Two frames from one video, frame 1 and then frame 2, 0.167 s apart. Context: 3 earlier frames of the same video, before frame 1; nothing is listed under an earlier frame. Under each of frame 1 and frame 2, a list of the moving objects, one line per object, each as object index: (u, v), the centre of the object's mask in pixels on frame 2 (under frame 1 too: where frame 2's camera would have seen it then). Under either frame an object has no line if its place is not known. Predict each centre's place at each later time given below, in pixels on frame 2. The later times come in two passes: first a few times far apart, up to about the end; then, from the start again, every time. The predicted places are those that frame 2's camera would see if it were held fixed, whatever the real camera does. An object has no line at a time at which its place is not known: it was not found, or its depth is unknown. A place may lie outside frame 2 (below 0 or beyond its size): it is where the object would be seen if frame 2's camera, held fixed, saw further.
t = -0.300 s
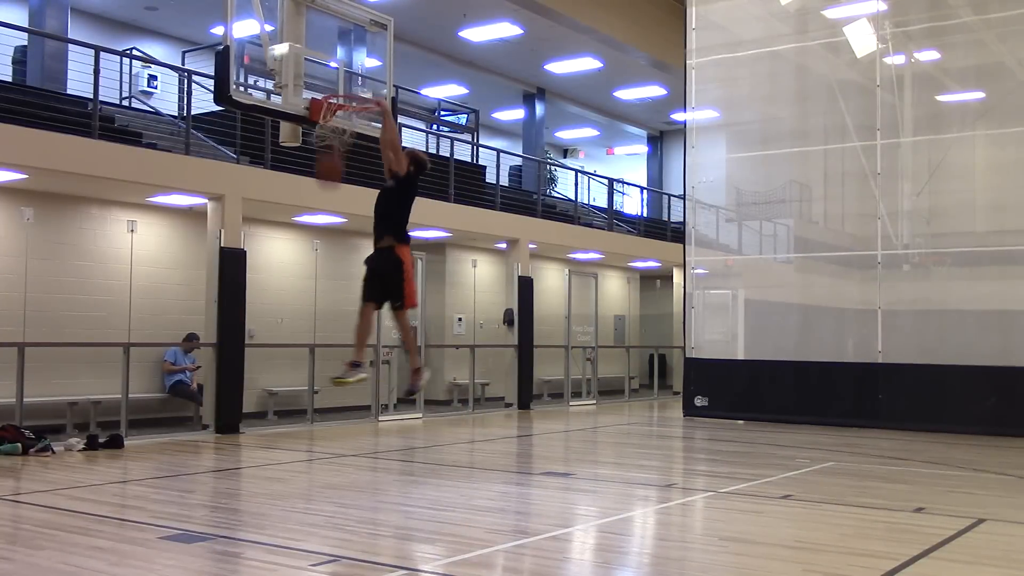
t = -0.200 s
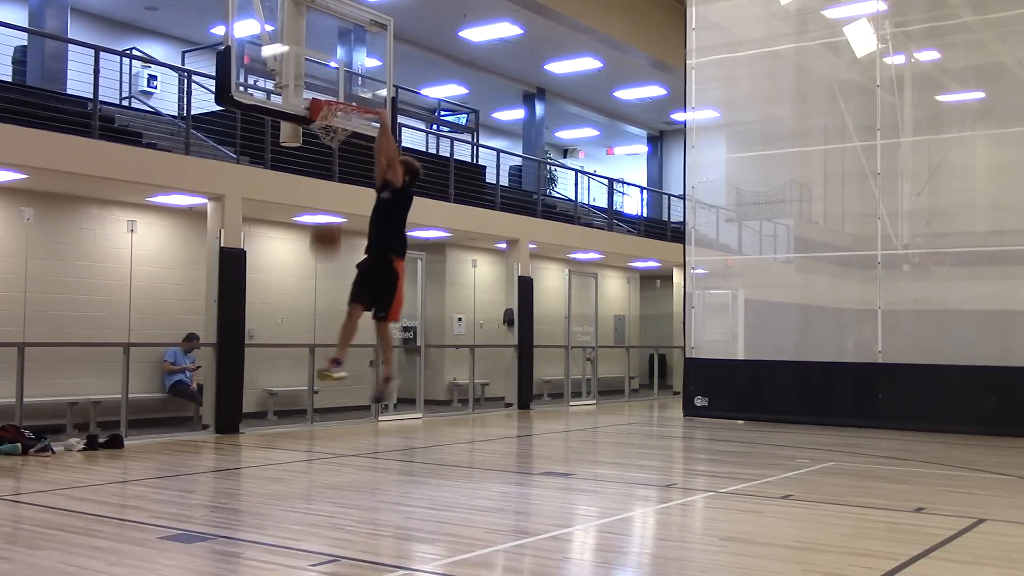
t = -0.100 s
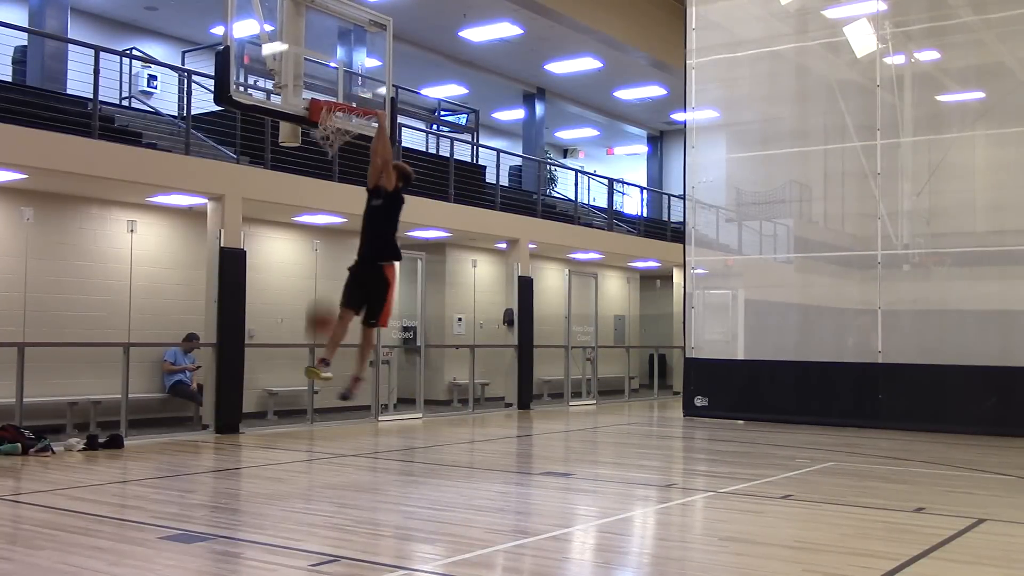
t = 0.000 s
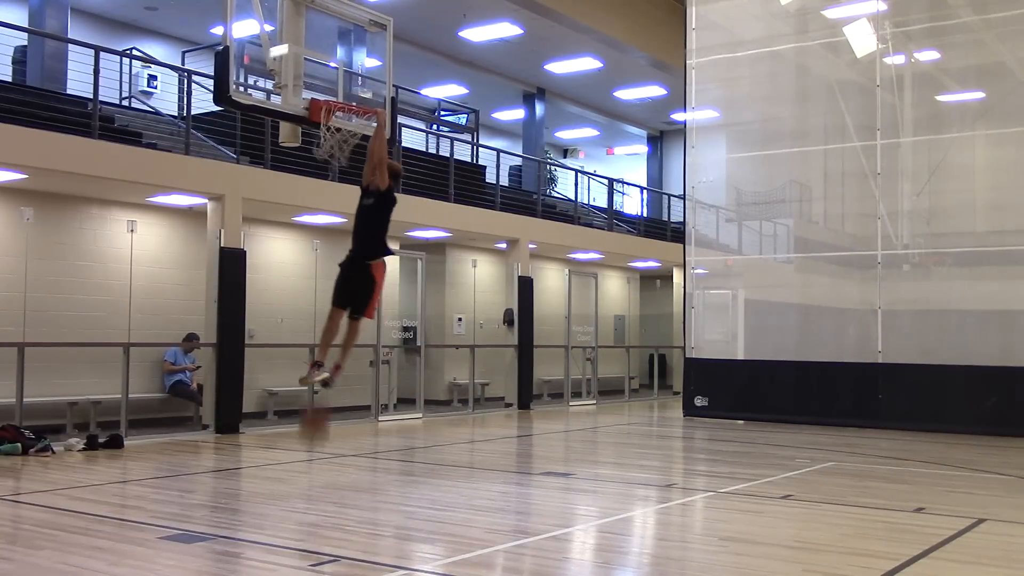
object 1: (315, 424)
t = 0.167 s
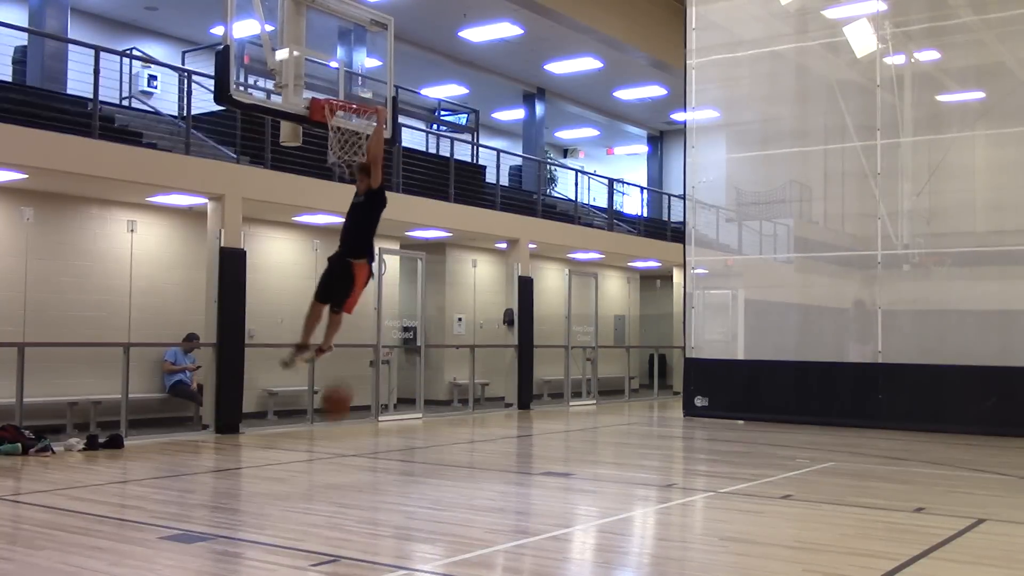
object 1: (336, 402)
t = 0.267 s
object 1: (358, 342)
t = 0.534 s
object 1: (417, 239)
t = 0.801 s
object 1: (479, 231)
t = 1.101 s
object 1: (552, 346)
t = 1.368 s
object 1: (614, 463)
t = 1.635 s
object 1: (674, 356)
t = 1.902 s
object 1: (737, 353)
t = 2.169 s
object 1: (802, 465)
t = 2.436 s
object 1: (865, 439)
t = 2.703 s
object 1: (930, 418)
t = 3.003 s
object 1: (1004, 534)
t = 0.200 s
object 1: (343, 380)
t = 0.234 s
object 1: (350, 361)
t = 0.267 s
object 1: (358, 342)
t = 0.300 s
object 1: (366, 321)
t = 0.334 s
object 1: (373, 306)
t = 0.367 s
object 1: (380, 292)
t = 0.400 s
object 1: (387, 279)
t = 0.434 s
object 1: (395, 266)
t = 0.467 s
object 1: (404, 254)
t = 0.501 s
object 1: (410, 248)
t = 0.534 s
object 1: (417, 239)
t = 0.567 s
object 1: (426, 233)
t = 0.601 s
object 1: (435, 228)
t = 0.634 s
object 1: (441, 225)
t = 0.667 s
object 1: (449, 223)
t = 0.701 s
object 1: (457, 223)
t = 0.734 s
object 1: (464, 224)
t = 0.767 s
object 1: (472, 227)
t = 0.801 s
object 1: (479, 231)
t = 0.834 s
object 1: (487, 237)
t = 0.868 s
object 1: (495, 245)
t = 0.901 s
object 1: (503, 253)
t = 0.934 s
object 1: (510, 264)
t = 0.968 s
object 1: (519, 277)
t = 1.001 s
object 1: (527, 292)
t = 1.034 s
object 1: (535, 307)
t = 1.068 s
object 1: (544, 325)
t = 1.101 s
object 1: (552, 346)
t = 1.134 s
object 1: (558, 365)
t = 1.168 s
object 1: (566, 390)
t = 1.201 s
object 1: (575, 416)
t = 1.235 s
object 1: (583, 444)
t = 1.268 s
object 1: (590, 467)
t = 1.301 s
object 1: (599, 498)
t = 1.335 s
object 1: (606, 484)
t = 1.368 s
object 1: (614, 463)
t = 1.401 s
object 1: (621, 444)
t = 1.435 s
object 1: (629, 427)
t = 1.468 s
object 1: (637, 409)
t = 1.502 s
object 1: (645, 396)
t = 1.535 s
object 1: (652, 384)
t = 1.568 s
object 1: (659, 373)
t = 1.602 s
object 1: (667, 364)
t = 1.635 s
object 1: (674, 356)
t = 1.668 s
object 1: (683, 349)
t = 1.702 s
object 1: (689, 344)
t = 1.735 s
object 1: (698, 341)
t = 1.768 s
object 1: (704, 340)
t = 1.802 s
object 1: (712, 340)
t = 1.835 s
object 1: (720, 342)
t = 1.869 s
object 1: (728, 347)
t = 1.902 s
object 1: (737, 353)
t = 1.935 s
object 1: (746, 361)
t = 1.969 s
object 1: (754, 370)
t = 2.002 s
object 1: (761, 381)
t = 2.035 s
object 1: (769, 392)
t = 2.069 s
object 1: (777, 405)
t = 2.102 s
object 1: (785, 422)
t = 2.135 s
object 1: (793, 441)
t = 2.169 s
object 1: (802, 465)
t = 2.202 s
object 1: (810, 487)
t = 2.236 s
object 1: (817, 508)
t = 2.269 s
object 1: (827, 510)
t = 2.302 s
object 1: (834, 494)
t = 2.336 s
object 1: (841, 479)
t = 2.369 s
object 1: (850, 464)
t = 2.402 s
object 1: (857, 451)
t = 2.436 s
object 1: (865, 439)
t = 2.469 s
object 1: (873, 430)
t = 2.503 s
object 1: (881, 423)
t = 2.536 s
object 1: (889, 418)
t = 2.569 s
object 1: (897, 414)
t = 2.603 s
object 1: (905, 412)
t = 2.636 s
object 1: (913, 412)
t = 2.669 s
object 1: (921, 414)
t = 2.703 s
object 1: (930, 418)
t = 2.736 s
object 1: (938, 423)
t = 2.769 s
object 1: (946, 430)
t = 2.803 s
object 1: (954, 440)
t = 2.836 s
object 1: (963, 451)
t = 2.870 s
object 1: (972, 466)
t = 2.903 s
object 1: (980, 482)
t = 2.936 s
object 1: (988, 499)
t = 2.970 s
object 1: (997, 518)
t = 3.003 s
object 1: (1004, 534)
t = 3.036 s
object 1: (1009, 518)
